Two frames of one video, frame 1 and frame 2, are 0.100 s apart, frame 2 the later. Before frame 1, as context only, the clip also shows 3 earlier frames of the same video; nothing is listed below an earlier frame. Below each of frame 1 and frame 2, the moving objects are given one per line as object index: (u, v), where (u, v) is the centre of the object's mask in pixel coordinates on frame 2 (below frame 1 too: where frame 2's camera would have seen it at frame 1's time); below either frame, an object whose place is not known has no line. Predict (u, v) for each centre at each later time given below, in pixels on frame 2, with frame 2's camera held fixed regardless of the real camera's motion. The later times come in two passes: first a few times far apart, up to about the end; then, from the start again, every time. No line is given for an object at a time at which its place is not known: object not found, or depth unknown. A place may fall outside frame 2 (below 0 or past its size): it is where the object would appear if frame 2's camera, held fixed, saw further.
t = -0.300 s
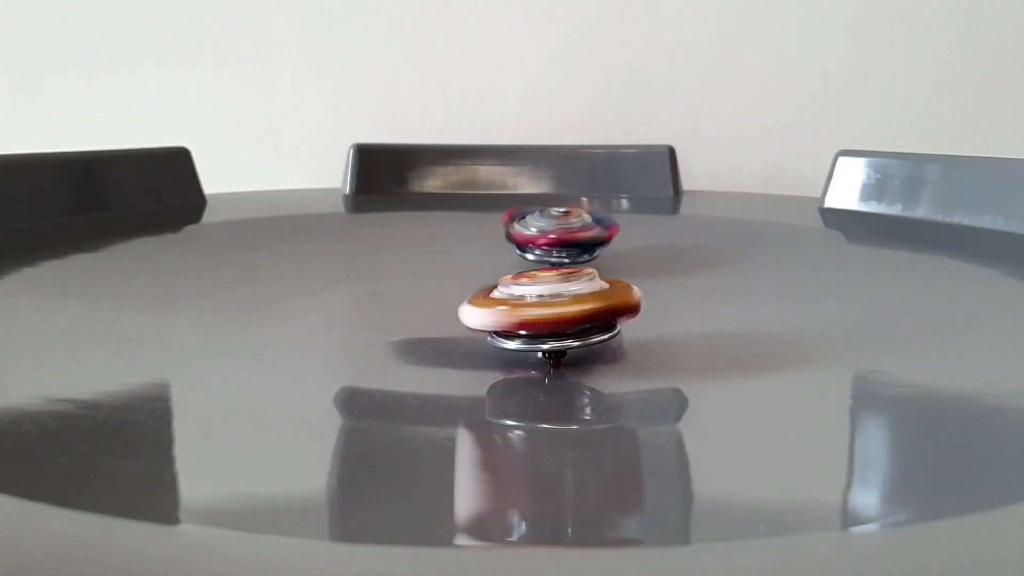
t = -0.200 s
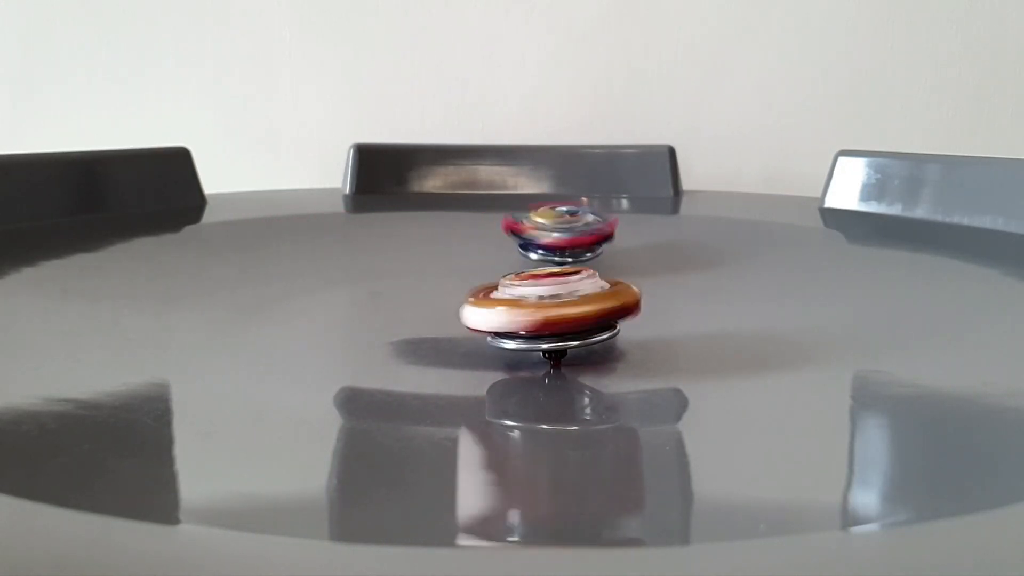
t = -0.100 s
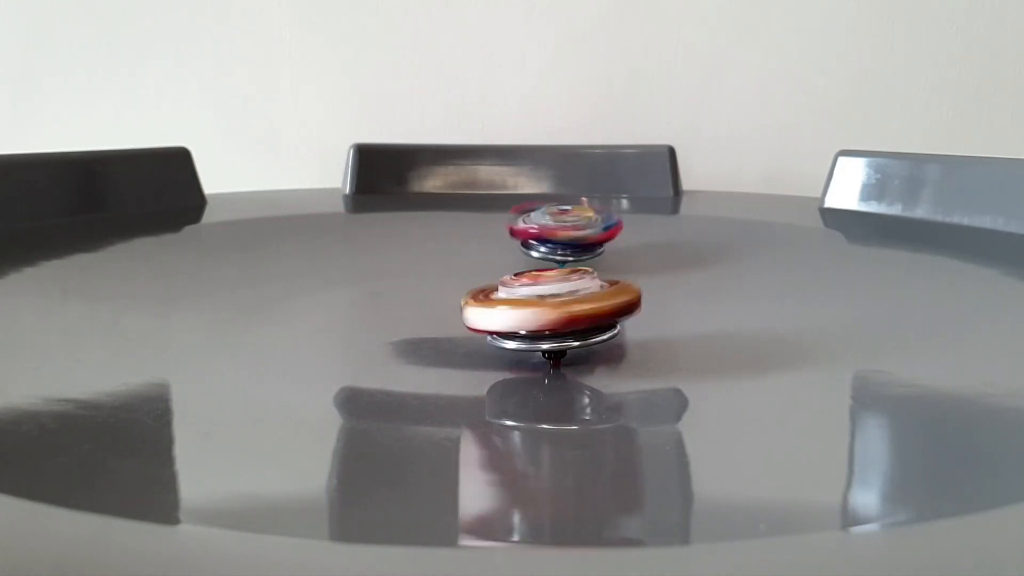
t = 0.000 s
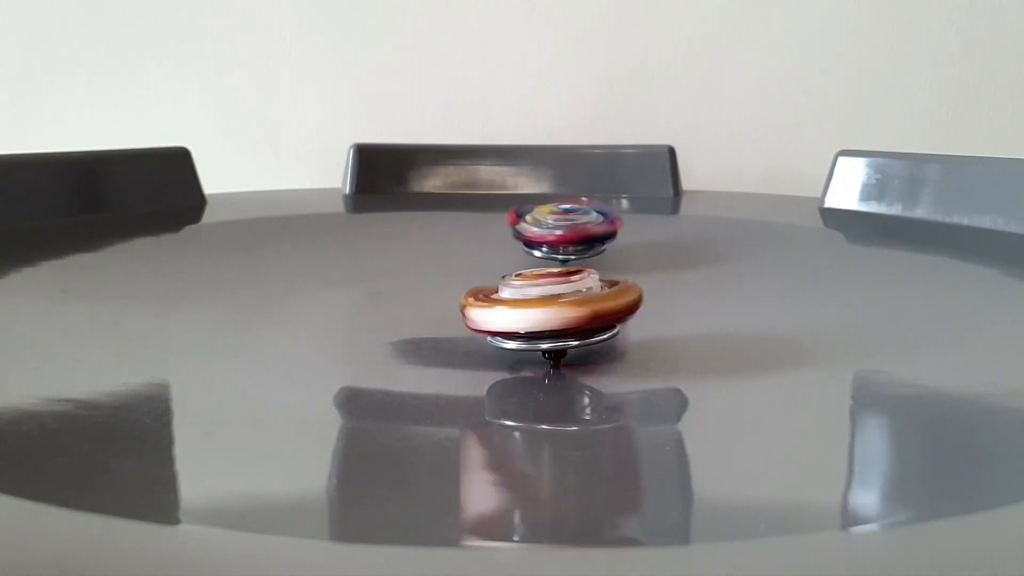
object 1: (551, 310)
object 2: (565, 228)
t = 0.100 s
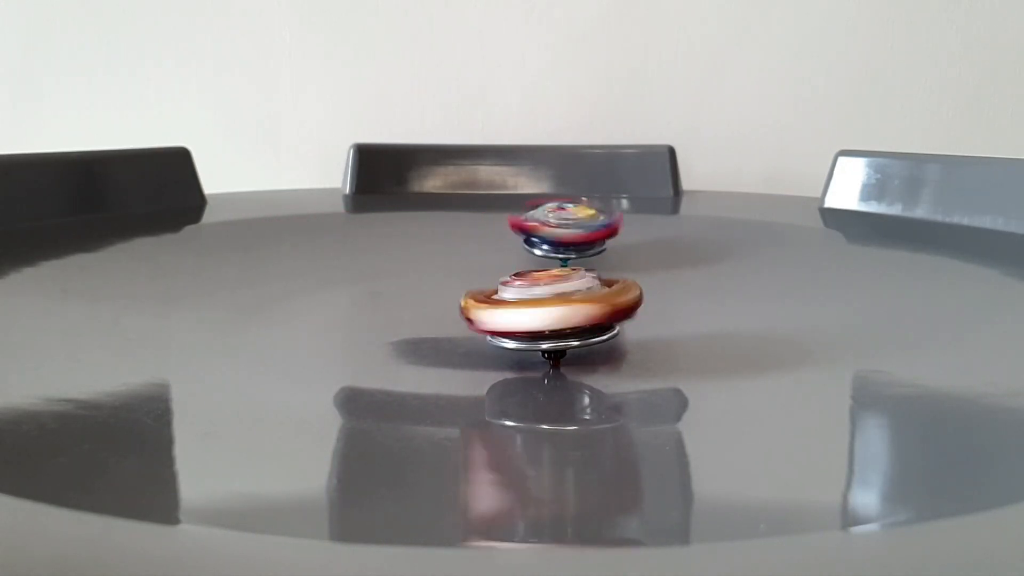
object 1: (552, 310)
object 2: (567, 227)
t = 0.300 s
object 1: (552, 311)
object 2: (567, 226)
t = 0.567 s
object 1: (551, 311)
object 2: (569, 223)
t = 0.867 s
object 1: (550, 310)
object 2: (569, 221)
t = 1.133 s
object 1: (551, 311)
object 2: (567, 219)
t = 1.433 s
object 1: (549, 311)
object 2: (564, 218)
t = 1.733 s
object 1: (548, 310)
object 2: (560, 217)
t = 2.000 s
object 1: (549, 311)
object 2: (555, 217)
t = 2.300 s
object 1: (547, 311)
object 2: (548, 218)
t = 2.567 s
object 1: (547, 311)
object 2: (542, 219)
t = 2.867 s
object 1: (547, 310)
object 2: (538, 221)
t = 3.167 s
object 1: (544, 310)
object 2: (534, 223)
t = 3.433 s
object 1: (544, 310)
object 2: (532, 226)
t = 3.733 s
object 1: (544, 310)
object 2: (527, 232)
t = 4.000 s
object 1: (543, 310)
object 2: (525, 235)
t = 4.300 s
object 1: (542, 310)
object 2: (524, 238)
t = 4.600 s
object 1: (541, 309)
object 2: (529, 243)
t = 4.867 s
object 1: (541, 309)
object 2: (538, 245)
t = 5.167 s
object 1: (541, 309)
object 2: (553, 249)
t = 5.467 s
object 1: (540, 308)
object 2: (574, 252)
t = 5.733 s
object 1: (540, 308)
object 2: (590, 255)
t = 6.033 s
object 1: (538, 308)
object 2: (610, 262)
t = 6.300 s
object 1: (539, 307)
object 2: (628, 265)
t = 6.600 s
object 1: (538, 307)
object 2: (646, 273)
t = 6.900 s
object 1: (539, 307)
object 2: (667, 276)
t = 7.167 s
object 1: (540, 306)
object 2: (689, 277)
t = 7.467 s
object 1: (540, 305)
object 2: (715, 277)
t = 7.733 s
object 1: (541, 305)
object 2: (739, 277)
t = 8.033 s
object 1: (540, 304)
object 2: (767, 276)
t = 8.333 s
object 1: (542, 303)
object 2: (792, 274)
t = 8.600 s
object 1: (543, 303)
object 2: (811, 273)
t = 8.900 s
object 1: (544, 303)
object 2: (827, 269)
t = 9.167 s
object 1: (545, 302)
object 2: (837, 265)
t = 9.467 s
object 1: (545, 301)
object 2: (841, 262)
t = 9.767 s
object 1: (545, 300)
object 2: (842, 258)
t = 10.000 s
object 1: (547, 300)
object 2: (836, 257)
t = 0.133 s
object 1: (551, 311)
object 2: (566, 228)
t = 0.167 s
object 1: (551, 311)
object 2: (567, 227)
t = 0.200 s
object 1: (552, 311)
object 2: (566, 227)
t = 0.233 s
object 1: (550, 310)
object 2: (568, 228)
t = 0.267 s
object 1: (552, 310)
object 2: (568, 225)
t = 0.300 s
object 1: (552, 311)
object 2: (567, 226)
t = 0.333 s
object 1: (551, 310)
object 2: (568, 225)
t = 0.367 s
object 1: (552, 311)
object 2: (567, 226)
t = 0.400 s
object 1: (552, 311)
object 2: (568, 224)
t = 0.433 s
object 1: (551, 310)
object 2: (568, 225)
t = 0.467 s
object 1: (552, 310)
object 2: (569, 224)
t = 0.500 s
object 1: (552, 311)
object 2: (569, 224)
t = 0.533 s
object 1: (551, 311)
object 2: (569, 224)
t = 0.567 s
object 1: (551, 311)
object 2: (569, 223)
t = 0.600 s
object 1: (551, 311)
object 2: (569, 224)
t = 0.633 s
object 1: (551, 311)
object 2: (570, 222)
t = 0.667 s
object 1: (550, 310)
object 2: (569, 223)
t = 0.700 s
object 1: (551, 311)
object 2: (569, 222)
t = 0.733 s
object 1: (552, 311)
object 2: (568, 222)
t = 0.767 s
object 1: (550, 311)
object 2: (569, 222)
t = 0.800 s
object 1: (551, 311)
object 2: (569, 221)
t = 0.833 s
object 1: (551, 311)
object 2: (569, 221)
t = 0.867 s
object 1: (550, 310)
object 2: (569, 221)
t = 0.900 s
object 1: (551, 311)
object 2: (568, 221)
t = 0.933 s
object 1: (551, 311)
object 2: (568, 220)
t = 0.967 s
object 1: (551, 311)
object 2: (568, 220)
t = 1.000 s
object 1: (550, 311)
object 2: (568, 220)
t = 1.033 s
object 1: (550, 311)
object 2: (568, 220)
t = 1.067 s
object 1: (551, 311)
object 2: (568, 219)
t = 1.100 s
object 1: (549, 311)
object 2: (567, 220)
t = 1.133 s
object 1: (551, 311)
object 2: (567, 219)
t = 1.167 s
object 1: (551, 311)
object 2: (567, 219)
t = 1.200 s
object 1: (549, 311)
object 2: (567, 219)
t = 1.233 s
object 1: (550, 311)
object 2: (566, 218)
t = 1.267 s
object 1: (550, 311)
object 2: (565, 219)
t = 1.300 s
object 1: (549, 311)
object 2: (565, 218)
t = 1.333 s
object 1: (550, 311)
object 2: (564, 218)
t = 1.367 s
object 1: (550, 311)
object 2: (565, 218)
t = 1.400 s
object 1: (550, 311)
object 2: (564, 218)
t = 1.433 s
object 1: (549, 311)
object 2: (564, 218)
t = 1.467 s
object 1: (549, 311)
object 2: (563, 218)
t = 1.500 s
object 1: (550, 311)
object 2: (563, 217)
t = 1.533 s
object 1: (548, 311)
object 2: (562, 217)
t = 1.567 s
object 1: (550, 311)
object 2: (563, 218)
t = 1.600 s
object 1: (550, 311)
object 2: (561, 218)
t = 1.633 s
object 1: (549, 311)
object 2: (561, 218)
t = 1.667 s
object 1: (550, 311)
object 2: (560, 217)
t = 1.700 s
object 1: (549, 311)
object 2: (559, 218)
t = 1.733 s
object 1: (548, 310)
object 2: (560, 217)
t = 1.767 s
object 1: (549, 311)
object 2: (559, 218)
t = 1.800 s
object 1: (549, 311)
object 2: (559, 217)
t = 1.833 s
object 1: (549, 311)
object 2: (557, 218)
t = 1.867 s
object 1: (548, 311)
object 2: (557, 217)
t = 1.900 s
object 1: (548, 311)
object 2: (557, 218)
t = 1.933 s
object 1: (549, 311)
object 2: (557, 217)
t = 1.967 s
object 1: (547, 310)
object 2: (555, 218)
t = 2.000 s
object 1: (549, 311)
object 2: (555, 217)
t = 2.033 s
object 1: (549, 311)
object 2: (553, 217)
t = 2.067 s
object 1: (548, 311)
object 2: (553, 217)
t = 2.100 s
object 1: (549, 311)
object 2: (552, 217)
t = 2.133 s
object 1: (548, 311)
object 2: (552, 218)
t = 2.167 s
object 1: (548, 310)
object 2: (551, 217)
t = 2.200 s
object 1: (548, 310)
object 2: (549, 218)
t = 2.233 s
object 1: (548, 311)
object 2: (549, 217)
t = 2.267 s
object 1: (548, 311)
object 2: (549, 218)
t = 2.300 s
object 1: (547, 311)
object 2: (548, 218)
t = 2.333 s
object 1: (548, 311)
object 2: (548, 219)
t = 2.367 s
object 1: (548, 311)
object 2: (547, 218)
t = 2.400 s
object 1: (546, 310)
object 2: (545, 219)
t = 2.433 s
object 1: (548, 310)
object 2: (546, 218)
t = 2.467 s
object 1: (548, 311)
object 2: (545, 219)
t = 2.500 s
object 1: (547, 311)
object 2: (545, 218)
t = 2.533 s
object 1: (547, 311)
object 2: (543, 219)
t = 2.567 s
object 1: (547, 311)
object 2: (542, 219)
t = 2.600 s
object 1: (547, 311)
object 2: (541, 219)
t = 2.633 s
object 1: (546, 310)
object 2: (541, 219)
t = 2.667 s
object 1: (547, 310)
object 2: (541, 220)
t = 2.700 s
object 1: (548, 311)
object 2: (540, 220)
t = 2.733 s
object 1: (545, 311)
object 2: (539, 220)
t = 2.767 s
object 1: (547, 311)
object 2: (539, 221)
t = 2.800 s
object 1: (547, 311)
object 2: (538, 220)
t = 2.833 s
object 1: (545, 310)
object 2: (538, 222)
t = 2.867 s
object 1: (547, 310)
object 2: (538, 221)
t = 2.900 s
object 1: (546, 311)
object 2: (537, 223)
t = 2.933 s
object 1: (546, 310)
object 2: (536, 221)
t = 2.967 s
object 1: (545, 310)
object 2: (535, 222)
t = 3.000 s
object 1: (545, 310)
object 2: (535, 221)
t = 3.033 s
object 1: (546, 310)
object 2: (535, 222)
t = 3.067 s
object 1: (544, 310)
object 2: (535, 222)
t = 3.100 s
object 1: (545, 310)
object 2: (534, 223)
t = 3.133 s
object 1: (546, 310)
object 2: (533, 224)
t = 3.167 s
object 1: (544, 310)
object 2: (534, 223)
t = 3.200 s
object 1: (546, 310)
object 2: (533, 224)
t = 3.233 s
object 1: (545, 311)
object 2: (533, 224)
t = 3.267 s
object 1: (544, 310)
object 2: (533, 227)
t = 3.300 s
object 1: (545, 310)
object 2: (533, 225)
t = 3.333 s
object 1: (545, 310)
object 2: (533, 227)
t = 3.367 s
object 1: (545, 310)
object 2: (532, 225)
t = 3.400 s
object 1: (544, 310)
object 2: (532, 228)
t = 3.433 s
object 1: (544, 310)
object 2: (532, 226)
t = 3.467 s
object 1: (545, 310)
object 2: (531, 229)
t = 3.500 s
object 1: (543, 310)
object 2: (530, 229)
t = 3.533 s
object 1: (544, 310)
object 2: (530, 230)
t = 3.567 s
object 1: (545, 310)
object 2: (529, 229)
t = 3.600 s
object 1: (543, 310)
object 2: (529, 230)
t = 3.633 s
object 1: (544, 310)
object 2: (529, 230)
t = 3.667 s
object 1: (544, 311)
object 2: (529, 230)
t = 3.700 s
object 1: (543, 310)
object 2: (527, 231)
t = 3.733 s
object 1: (544, 310)
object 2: (527, 232)
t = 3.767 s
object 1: (544, 310)
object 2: (527, 231)
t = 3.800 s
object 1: (544, 310)
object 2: (527, 232)
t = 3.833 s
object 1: (543, 310)
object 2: (526, 232)
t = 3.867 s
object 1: (543, 310)
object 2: (527, 233)
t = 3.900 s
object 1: (544, 310)
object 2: (525, 234)
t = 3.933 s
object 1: (542, 310)
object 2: (526, 234)
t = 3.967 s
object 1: (543, 310)
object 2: (524, 235)
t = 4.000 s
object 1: (543, 310)
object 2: (525, 235)
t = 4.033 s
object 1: (542, 310)
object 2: (525, 236)
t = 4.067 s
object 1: (543, 310)
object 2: (524, 237)
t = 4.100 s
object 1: (543, 310)
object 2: (523, 236)
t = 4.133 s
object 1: (543, 309)
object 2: (523, 237)
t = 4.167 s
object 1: (542, 309)
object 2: (524, 238)
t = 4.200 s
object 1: (542, 310)
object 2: (524, 238)
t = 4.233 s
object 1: (543, 310)
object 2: (524, 238)
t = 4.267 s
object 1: (541, 310)
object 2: (523, 239)
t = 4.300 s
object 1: (542, 310)
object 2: (524, 238)
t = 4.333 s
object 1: (542, 310)
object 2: (524, 240)
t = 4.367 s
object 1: (541, 309)
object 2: (526, 239)
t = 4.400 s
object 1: (543, 309)
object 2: (525, 242)
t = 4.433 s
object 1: (542, 310)
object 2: (526, 240)
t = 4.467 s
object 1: (542, 310)
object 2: (526, 241)
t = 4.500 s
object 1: (542, 310)
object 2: (527, 241)
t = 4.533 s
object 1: (542, 310)
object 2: (527, 242)
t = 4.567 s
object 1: (542, 310)
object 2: (528, 242)
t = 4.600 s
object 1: (541, 309)
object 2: (529, 243)
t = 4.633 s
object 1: (542, 309)
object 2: (529, 243)
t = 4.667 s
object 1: (542, 310)
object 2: (530, 245)
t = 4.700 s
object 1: (540, 309)
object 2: (531, 243)
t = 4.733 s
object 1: (542, 309)
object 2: (533, 243)
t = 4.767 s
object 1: (541, 310)
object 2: (533, 243)
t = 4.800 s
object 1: (541, 309)
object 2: (536, 245)
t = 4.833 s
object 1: (541, 309)
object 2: (536, 244)
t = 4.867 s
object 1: (541, 309)
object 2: (538, 245)
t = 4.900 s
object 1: (542, 309)
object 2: (539, 245)
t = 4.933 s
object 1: (540, 309)
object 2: (542, 246)
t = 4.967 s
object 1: (540, 309)
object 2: (542, 245)
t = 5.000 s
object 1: (541, 309)
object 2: (545, 246)
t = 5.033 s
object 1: (539, 309)
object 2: (546, 247)
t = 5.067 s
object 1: (541, 309)
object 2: (548, 247)
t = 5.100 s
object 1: (541, 309)
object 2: (550, 248)
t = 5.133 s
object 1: (540, 309)
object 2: (551, 247)
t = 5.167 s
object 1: (541, 309)
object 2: (553, 249)
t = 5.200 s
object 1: (540, 309)
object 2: (555, 248)
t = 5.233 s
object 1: (540, 308)
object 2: (556, 249)
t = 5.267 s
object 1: (540, 308)
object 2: (558, 249)
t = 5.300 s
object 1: (541, 309)
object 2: (562, 250)
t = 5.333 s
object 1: (539, 309)
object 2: (566, 250)
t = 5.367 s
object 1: (540, 309)
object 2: (566, 251)
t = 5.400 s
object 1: (540, 309)
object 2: (569, 251)
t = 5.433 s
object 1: (539, 308)
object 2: (570, 251)
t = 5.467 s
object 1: (540, 308)
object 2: (574, 252)
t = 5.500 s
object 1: (540, 309)
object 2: (574, 252)
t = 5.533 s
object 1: (539, 308)
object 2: (578, 253)
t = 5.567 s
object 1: (539, 308)
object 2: (578, 253)
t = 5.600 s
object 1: (539, 309)
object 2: (581, 254)
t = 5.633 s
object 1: (540, 308)
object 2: (583, 254)
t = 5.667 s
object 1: (538, 308)
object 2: (587, 255)
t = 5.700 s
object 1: (539, 308)
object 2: (587, 255)
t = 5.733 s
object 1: (540, 308)
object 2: (590, 255)
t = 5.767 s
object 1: (538, 308)
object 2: (591, 256)
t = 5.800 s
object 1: (539, 308)
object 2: (594, 257)
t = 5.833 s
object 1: (540, 308)
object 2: (596, 258)
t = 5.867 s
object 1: (538, 307)
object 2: (598, 257)
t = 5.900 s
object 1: (539, 308)
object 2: (602, 258)
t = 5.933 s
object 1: (539, 308)
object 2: (603, 259)
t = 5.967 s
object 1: (539, 307)
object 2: (604, 259)
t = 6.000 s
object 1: (538, 307)
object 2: (606, 260)
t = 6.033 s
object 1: (538, 308)
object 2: (610, 262)
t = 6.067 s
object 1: (539, 308)
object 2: (610, 261)
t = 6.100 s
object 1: (537, 307)
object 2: (615, 262)
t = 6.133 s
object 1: (539, 307)
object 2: (615, 262)
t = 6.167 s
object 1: (539, 308)
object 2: (618, 263)
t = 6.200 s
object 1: (537, 307)
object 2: (619, 263)
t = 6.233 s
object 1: (539, 307)
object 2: (624, 264)
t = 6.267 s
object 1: (538, 308)
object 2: (623, 265)
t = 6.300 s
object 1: (539, 307)
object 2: (628, 265)
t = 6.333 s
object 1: (538, 307)
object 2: (629, 265)
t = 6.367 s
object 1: (538, 307)
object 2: (631, 265)
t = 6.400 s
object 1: (539, 307)
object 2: (634, 269)
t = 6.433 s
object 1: (537, 307)
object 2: (636, 270)
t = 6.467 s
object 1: (539, 307)
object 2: (638, 270)
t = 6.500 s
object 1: (539, 307)
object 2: (640, 271)
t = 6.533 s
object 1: (537, 306)
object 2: (642, 271)
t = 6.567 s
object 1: (539, 307)
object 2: (645, 271)
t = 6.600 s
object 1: (538, 307)
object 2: (646, 273)
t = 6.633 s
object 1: (539, 307)
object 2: (649, 272)
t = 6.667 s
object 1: (538, 307)
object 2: (652, 273)
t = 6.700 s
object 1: (538, 307)
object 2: (652, 274)
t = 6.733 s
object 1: (538, 307)
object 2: (655, 274)
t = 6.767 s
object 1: (537, 306)
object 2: (657, 274)
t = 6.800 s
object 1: (539, 307)
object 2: (661, 275)
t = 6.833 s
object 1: (540, 307)
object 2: (662, 275)
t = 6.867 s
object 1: (537, 306)
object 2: (666, 275)
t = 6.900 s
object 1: (539, 307)
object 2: (667, 276)
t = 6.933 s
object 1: (538, 307)
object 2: (670, 276)
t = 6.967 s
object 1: (538, 306)
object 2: (673, 276)
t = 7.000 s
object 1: (539, 306)
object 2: (676, 276)
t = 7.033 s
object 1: (539, 306)
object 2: (678, 276)
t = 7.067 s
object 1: (540, 306)
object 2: (682, 277)
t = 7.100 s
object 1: (538, 306)
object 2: (683, 277)
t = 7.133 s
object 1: (539, 306)
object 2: (686, 276)
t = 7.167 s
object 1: (540, 306)
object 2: (689, 277)
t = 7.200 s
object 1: (538, 305)
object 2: (693, 276)
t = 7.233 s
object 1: (540, 306)
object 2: (695, 277)
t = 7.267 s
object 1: (540, 306)
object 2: (698, 277)
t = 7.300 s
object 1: (539, 305)
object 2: (701, 277)
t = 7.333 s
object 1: (539, 306)
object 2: (704, 277)
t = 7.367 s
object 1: (539, 306)
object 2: (707, 278)
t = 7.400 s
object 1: (540, 305)
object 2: (710, 276)
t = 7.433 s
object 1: (539, 305)
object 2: (714, 277)
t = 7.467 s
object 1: (540, 305)
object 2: (715, 277)
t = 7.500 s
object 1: (541, 305)
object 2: (719, 277)
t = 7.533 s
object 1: (539, 305)
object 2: (721, 277)
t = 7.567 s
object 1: (540, 305)
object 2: (726, 278)
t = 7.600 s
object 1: (540, 305)
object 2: (727, 277)
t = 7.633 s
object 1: (539, 304)
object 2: (732, 277)
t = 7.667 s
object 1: (540, 304)
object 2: (733, 278)
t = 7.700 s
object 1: (540, 305)
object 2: (738, 277)
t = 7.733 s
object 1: (541, 305)
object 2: (739, 277)
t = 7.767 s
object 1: (539, 304)
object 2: (745, 277)
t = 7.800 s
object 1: (540, 305)
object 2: (746, 278)
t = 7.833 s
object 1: (541, 305)
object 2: (750, 277)
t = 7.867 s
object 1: (539, 304)
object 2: (752, 277)
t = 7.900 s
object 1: (541, 304)
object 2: (756, 277)
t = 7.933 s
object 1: (541, 305)
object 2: (758, 277)
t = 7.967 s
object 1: (540, 304)
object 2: (762, 276)
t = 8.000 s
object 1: (541, 304)
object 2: (765, 276)
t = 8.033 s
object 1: (540, 304)
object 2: (767, 276)
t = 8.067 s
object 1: (541, 304)
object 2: (770, 276)
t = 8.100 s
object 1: (540, 303)
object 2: (773, 275)
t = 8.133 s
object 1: (541, 304)
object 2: (777, 275)
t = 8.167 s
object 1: (543, 304)
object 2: (779, 275)
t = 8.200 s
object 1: (540, 303)
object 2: (782, 275)
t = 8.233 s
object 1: (542, 304)
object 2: (784, 274)
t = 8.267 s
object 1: (541, 304)
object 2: (786, 275)
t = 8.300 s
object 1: (541, 303)
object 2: (789, 274)
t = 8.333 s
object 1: (542, 303)
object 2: (792, 274)
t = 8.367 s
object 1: (542, 304)
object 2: (794, 273)
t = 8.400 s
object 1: (542, 303)
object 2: (798, 274)
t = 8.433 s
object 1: (541, 303)
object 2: (799, 273)
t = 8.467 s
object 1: (542, 303)
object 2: (801, 273)
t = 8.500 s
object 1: (543, 303)
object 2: (803, 272)
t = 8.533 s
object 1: (541, 302)
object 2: (807, 273)
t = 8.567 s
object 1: (543, 303)
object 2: (808, 272)
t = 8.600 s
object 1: (543, 303)
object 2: (811, 273)
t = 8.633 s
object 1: (542, 303)
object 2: (811, 272)
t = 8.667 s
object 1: (543, 303)
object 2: (814, 271)
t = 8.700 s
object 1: (542, 303)
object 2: (815, 271)
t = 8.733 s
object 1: (543, 302)
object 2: (818, 270)
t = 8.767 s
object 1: (542, 302)
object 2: (819, 271)
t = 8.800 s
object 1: (543, 303)
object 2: (823, 269)
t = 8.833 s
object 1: (545, 302)
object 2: (823, 270)
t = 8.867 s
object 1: (542, 302)
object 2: (825, 269)
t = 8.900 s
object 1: (544, 303)
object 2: (827, 269)
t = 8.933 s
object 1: (544, 303)
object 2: (829, 268)
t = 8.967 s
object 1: (543, 302)
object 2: (829, 268)
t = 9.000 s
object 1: (544, 302)
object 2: (832, 267)
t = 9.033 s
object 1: (544, 302)
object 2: (832, 267)
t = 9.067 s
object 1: (544, 302)
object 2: (834, 266)
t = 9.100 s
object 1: (543, 302)
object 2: (836, 267)
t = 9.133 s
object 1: (544, 302)
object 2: (836, 265)
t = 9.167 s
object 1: (545, 302)
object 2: (837, 265)
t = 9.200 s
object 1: (543, 301)
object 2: (838, 265)
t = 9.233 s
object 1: (545, 302)
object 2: (838, 265)
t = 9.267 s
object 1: (546, 302)
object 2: (839, 264)
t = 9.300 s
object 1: (544, 301)
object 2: (841, 264)
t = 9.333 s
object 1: (545, 301)
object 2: (840, 263)
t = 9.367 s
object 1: (545, 301)
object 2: (841, 263)
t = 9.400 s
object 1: (545, 301)
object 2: (841, 263)
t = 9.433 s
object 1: (544, 300)
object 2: (842, 262)
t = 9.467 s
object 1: (545, 301)
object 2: (841, 262)
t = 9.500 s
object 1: (547, 301)
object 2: (843, 262)
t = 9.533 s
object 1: (544, 301)
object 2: (842, 261)
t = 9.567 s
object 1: (546, 301)
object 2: (843, 261)
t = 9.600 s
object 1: (546, 301)
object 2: (841, 261)
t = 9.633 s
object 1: (545, 300)
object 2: (842, 259)
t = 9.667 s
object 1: (546, 300)
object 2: (841, 259)
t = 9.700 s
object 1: (546, 301)
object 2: (842, 259)
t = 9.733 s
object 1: (547, 300)
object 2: (841, 259)
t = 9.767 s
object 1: (545, 300)
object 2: (842, 258)
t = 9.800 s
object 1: (546, 300)
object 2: (839, 258)
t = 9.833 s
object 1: (547, 300)
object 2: (840, 257)
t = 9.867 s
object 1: (546, 299)
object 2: (839, 255)
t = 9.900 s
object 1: (548, 300)
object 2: (839, 257)
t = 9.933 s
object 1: (548, 300)
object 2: (837, 257)
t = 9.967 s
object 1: (547, 300)
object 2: (838, 256)
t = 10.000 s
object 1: (547, 300)
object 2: (836, 257)
